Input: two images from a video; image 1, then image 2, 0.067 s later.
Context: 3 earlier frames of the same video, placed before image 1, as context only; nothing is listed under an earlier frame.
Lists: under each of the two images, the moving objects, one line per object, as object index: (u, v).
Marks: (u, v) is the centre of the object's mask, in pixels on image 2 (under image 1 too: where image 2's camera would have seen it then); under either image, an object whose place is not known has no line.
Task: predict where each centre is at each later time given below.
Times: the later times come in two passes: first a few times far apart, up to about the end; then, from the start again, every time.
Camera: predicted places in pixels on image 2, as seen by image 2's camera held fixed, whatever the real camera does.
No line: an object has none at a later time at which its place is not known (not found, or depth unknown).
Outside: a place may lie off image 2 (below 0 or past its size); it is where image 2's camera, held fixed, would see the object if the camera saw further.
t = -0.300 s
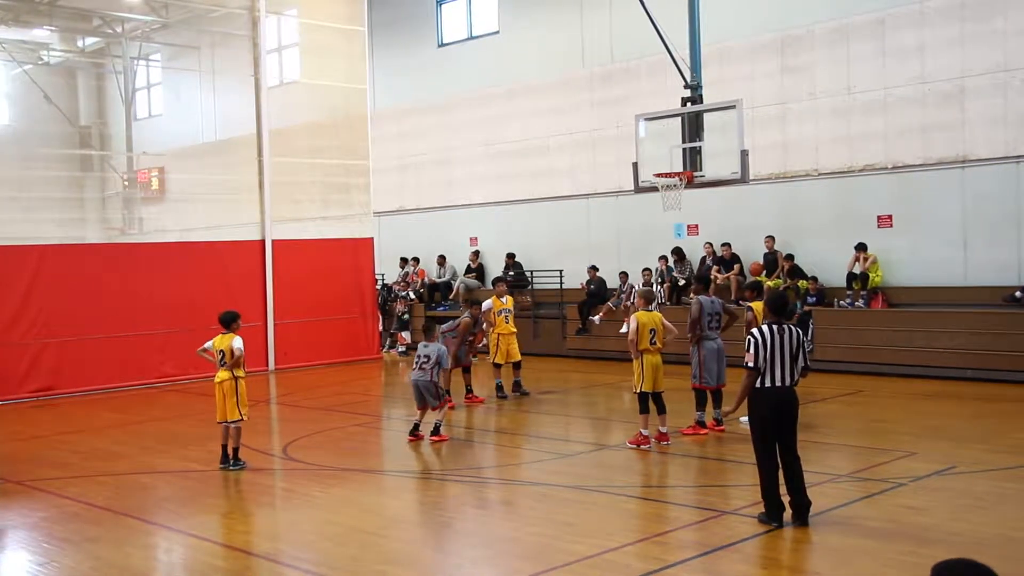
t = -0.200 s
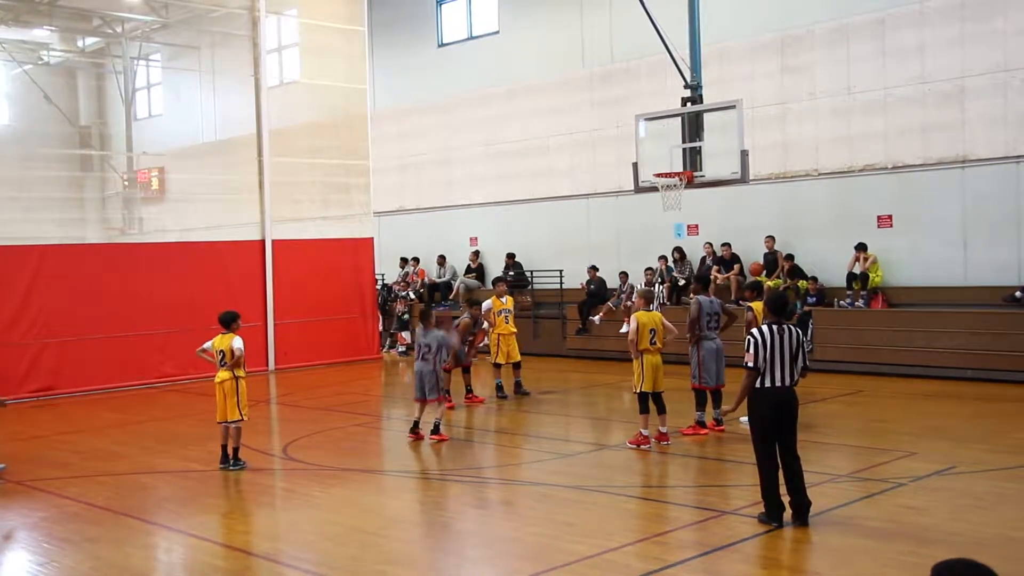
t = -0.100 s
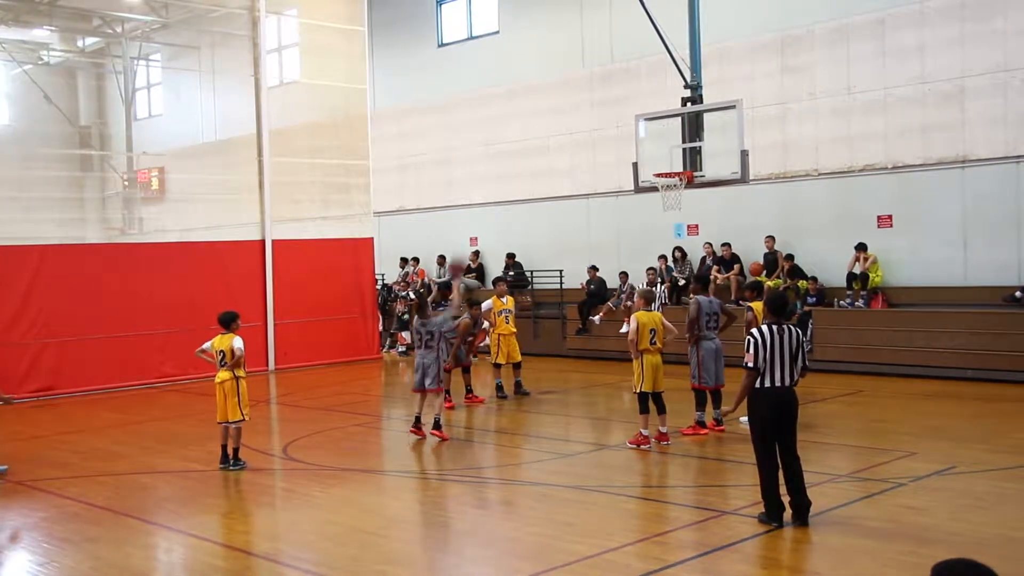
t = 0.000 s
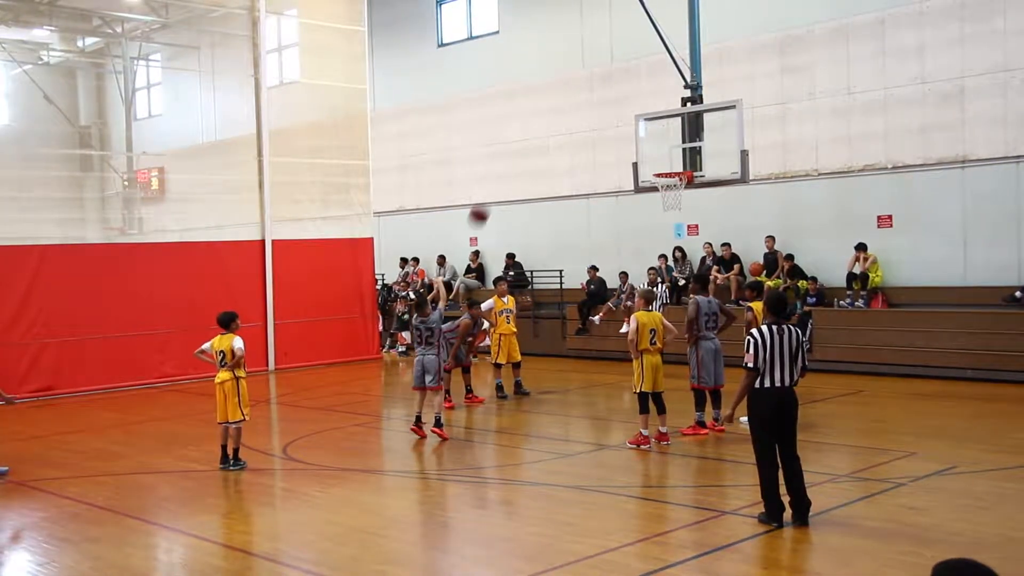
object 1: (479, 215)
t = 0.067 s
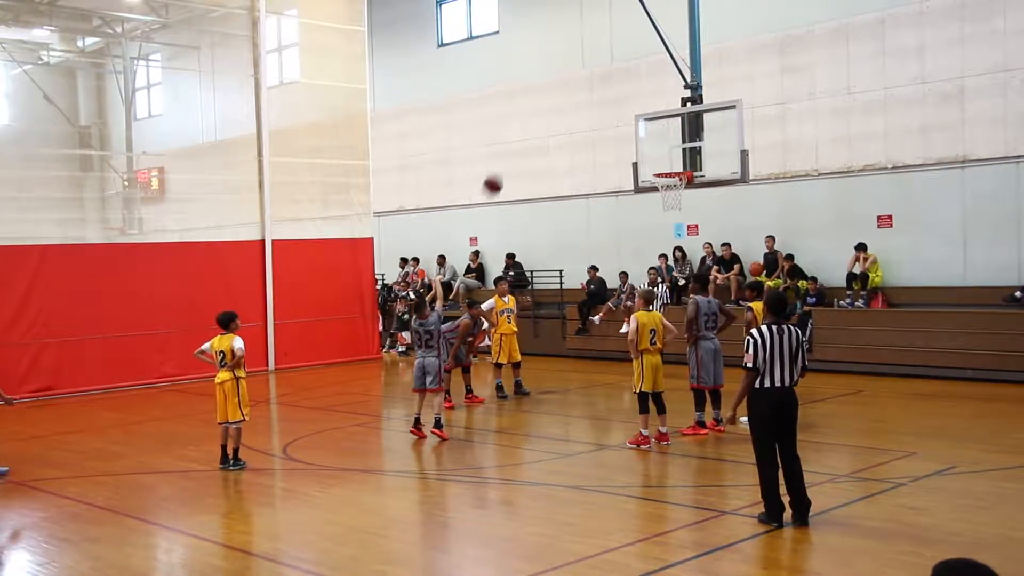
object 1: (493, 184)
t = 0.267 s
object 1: (533, 121)
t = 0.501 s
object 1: (577, 92)
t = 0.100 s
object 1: (500, 172)
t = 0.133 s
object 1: (506, 160)
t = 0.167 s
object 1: (514, 148)
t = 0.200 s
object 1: (520, 138)
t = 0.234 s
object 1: (526, 130)
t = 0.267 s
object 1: (533, 121)
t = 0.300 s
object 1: (539, 115)
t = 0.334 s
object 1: (546, 109)
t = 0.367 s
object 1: (552, 103)
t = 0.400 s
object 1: (558, 99)
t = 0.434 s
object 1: (565, 96)
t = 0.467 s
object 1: (571, 93)
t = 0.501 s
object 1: (577, 92)
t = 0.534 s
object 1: (583, 91)
